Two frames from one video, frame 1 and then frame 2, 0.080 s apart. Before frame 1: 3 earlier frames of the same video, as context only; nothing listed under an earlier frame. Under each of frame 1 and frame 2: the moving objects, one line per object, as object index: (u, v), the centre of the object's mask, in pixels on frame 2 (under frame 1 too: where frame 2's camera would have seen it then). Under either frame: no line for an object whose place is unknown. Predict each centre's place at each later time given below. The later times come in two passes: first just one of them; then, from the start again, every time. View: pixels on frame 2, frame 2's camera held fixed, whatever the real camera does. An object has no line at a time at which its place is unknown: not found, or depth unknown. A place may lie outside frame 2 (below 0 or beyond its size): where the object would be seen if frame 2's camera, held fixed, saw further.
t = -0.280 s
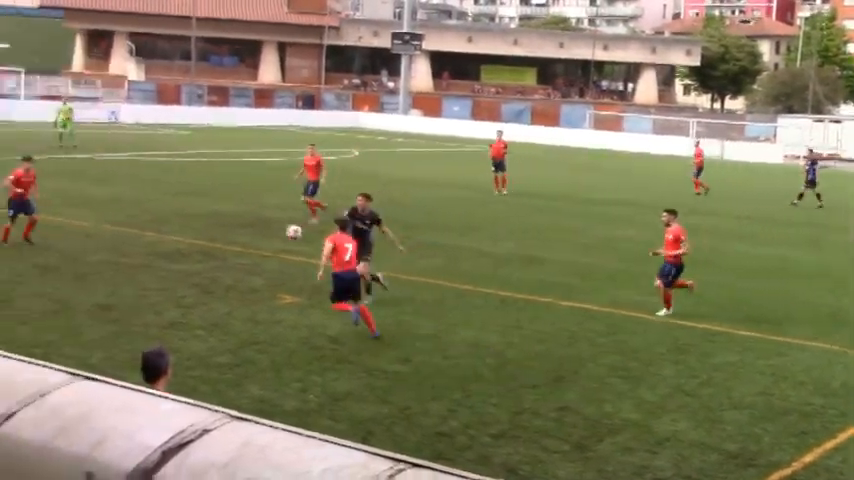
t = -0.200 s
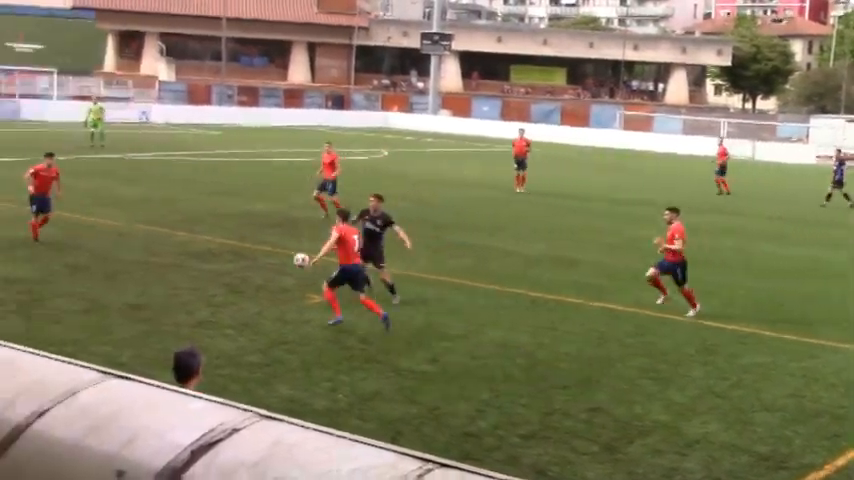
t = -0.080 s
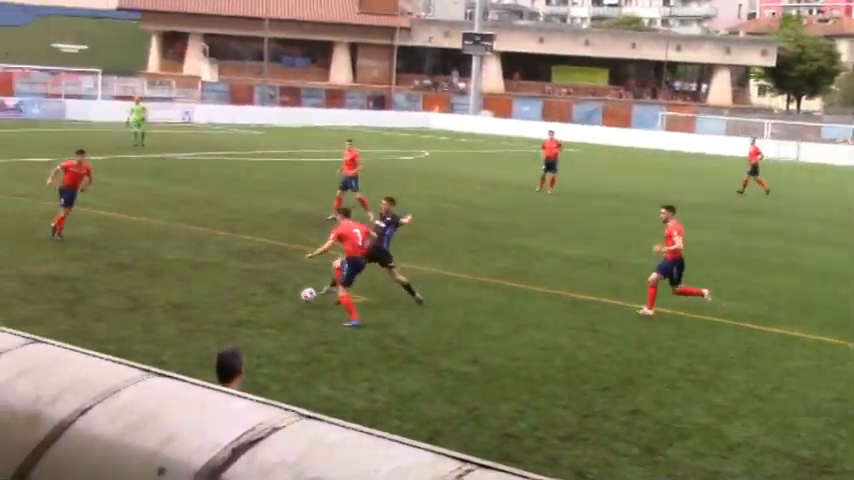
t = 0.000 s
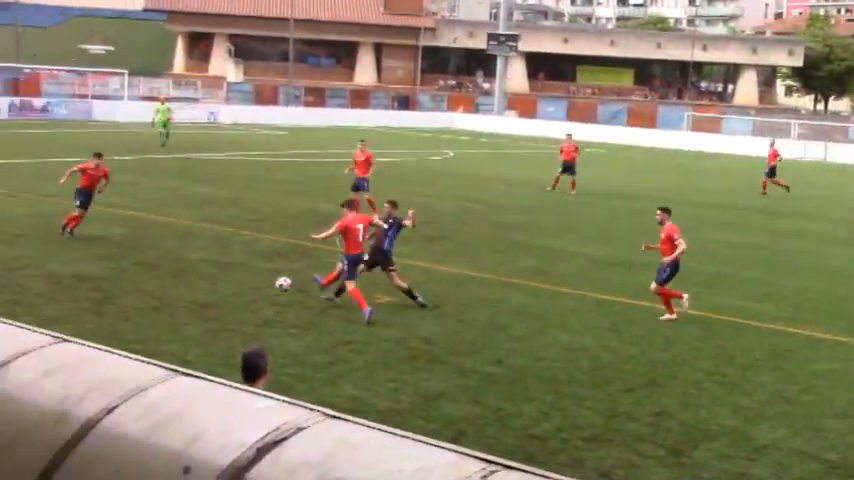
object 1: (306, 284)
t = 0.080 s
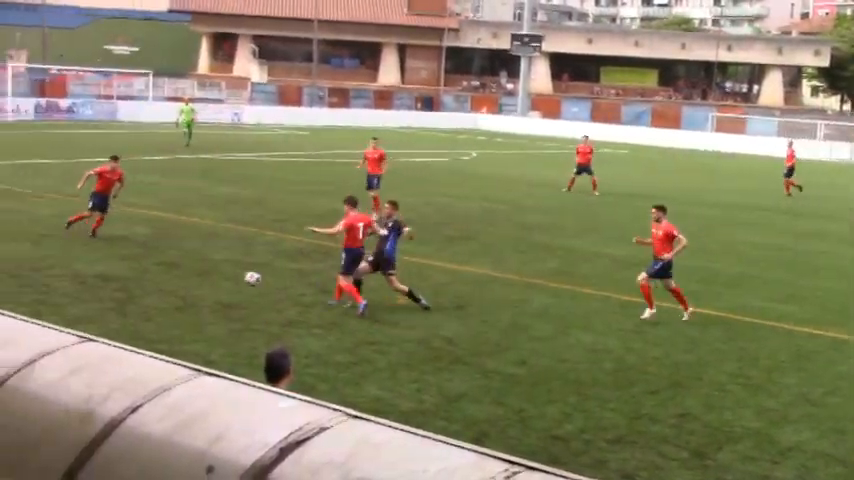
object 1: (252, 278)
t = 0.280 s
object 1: (113, 286)
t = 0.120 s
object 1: (225, 278)
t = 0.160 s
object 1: (198, 277)
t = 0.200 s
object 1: (169, 280)
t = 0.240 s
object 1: (141, 282)
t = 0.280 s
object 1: (113, 286)
